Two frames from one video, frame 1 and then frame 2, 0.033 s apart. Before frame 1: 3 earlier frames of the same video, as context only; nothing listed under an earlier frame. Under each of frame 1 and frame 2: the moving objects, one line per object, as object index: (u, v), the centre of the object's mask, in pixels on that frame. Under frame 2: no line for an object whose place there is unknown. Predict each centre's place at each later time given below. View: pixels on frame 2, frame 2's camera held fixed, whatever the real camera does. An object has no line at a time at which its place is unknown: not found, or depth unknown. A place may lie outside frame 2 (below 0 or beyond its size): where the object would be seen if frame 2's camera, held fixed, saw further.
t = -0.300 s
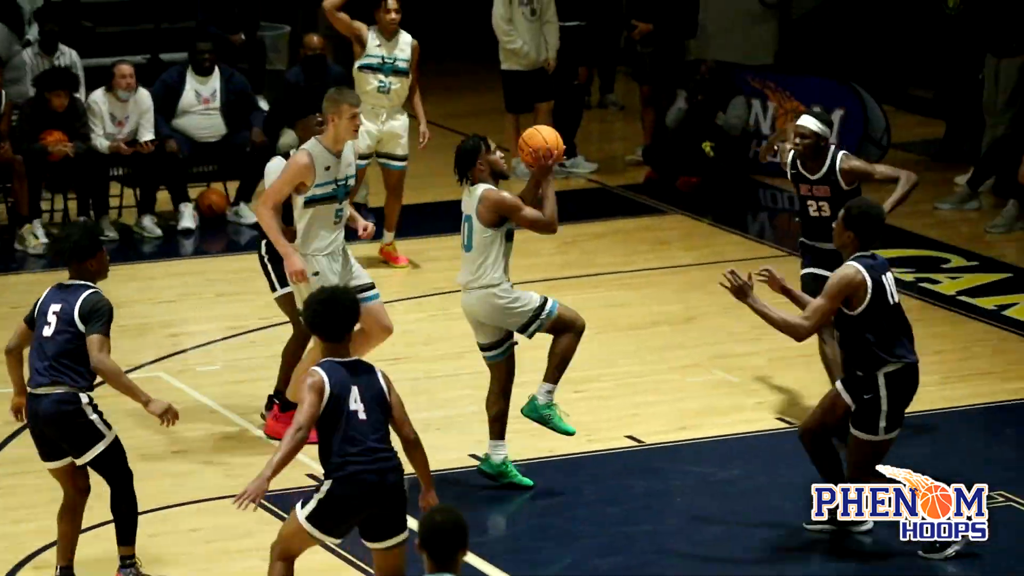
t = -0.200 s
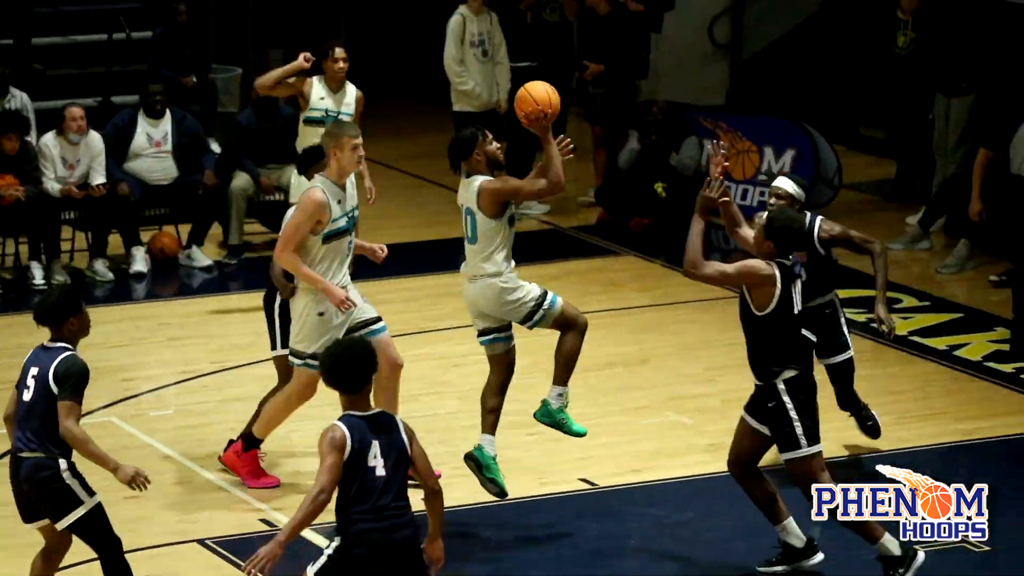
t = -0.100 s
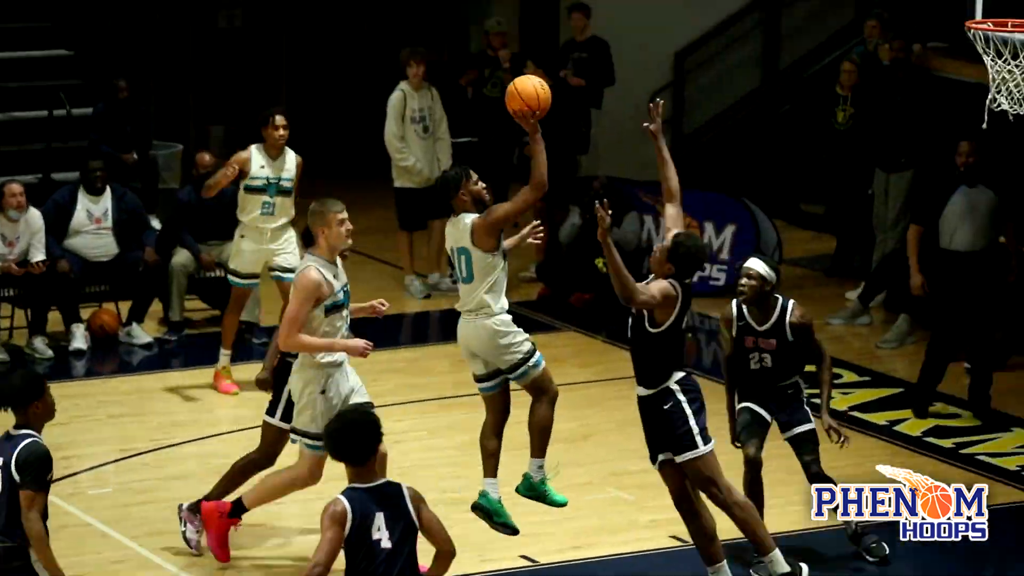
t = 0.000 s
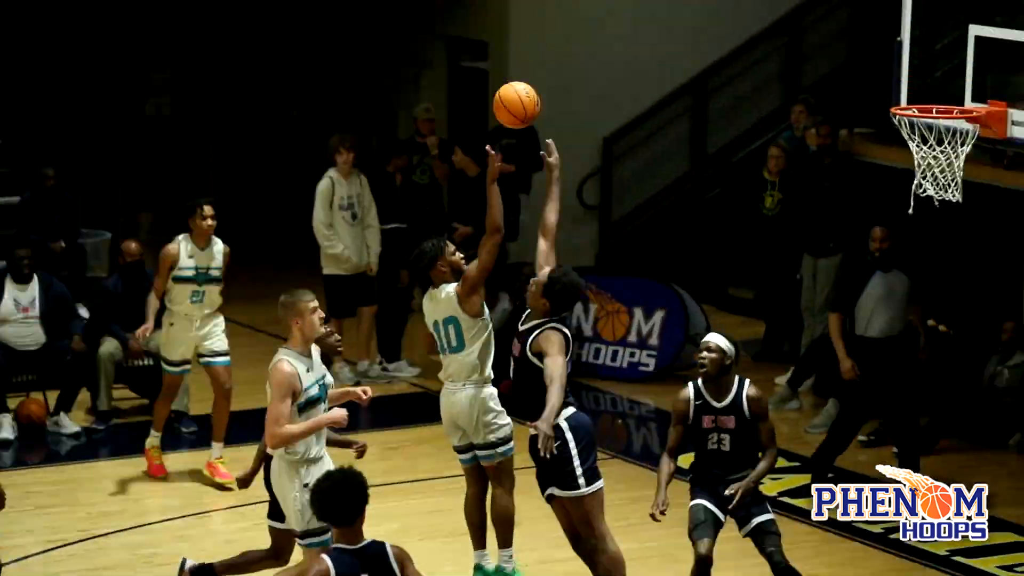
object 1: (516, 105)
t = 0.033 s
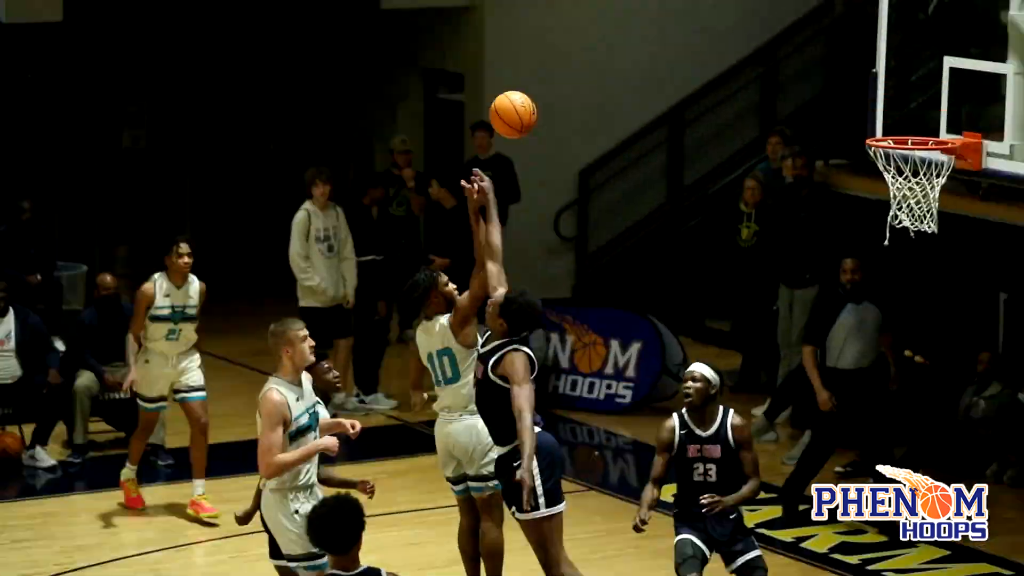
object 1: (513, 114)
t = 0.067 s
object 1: (531, 94)
